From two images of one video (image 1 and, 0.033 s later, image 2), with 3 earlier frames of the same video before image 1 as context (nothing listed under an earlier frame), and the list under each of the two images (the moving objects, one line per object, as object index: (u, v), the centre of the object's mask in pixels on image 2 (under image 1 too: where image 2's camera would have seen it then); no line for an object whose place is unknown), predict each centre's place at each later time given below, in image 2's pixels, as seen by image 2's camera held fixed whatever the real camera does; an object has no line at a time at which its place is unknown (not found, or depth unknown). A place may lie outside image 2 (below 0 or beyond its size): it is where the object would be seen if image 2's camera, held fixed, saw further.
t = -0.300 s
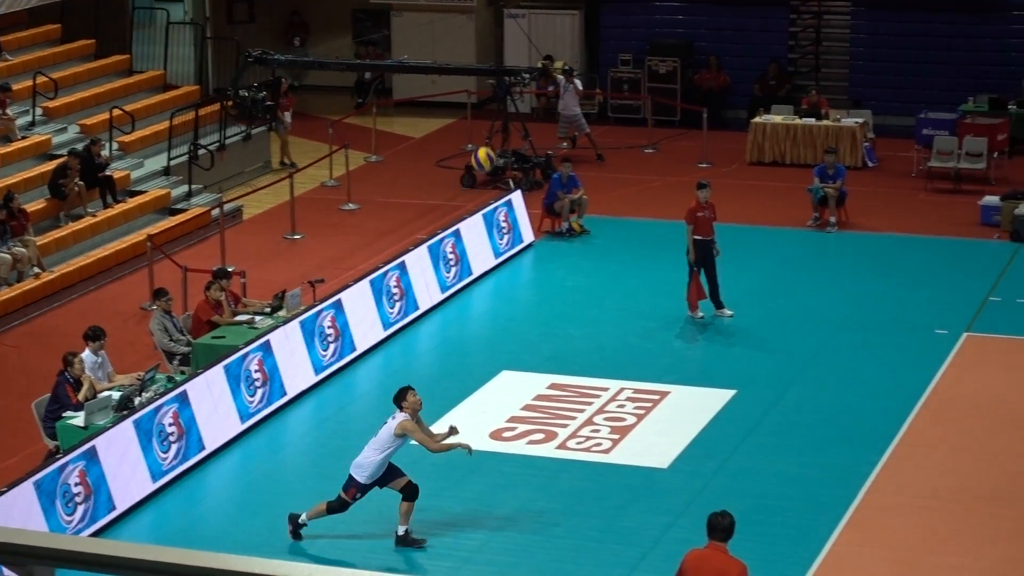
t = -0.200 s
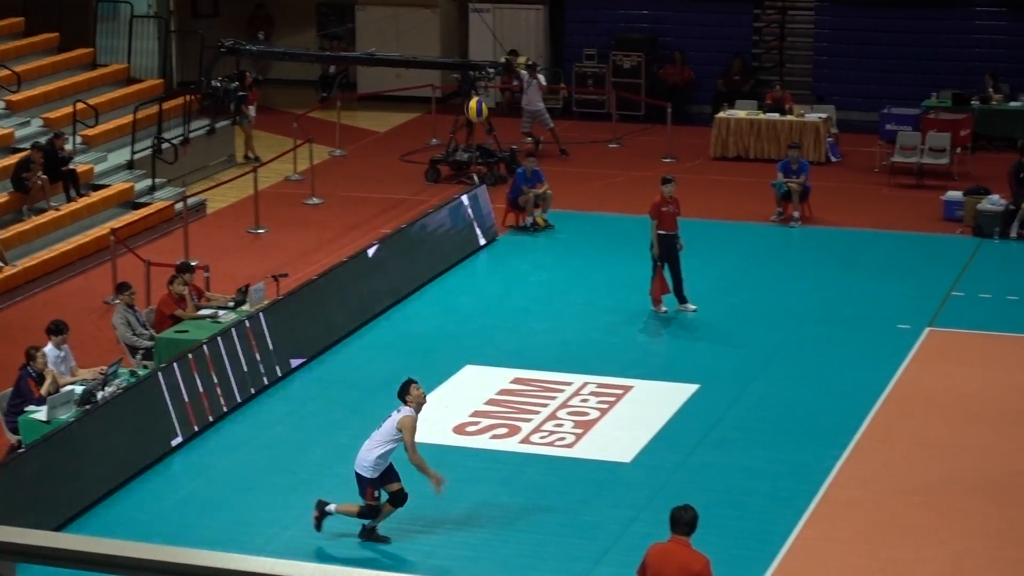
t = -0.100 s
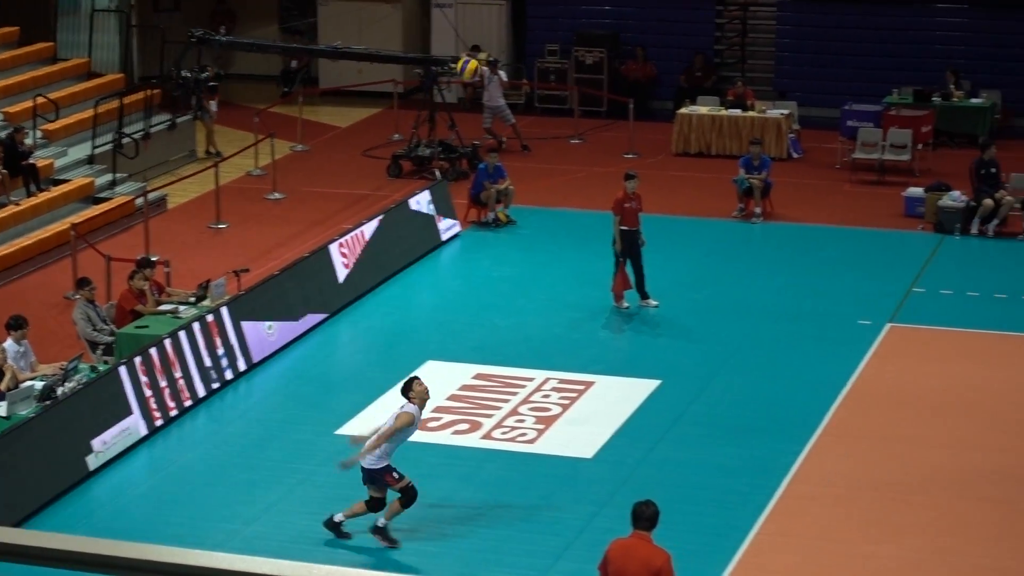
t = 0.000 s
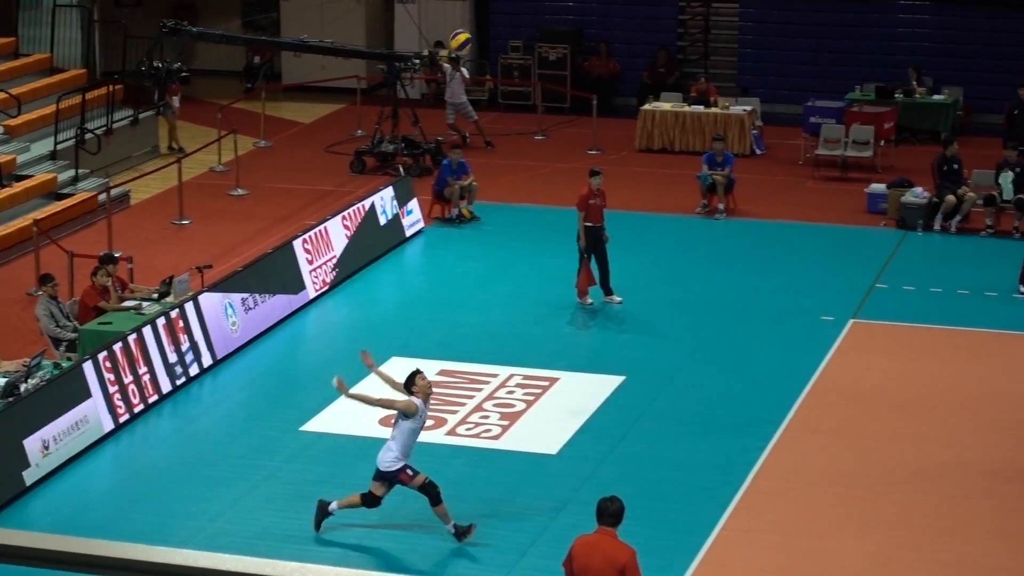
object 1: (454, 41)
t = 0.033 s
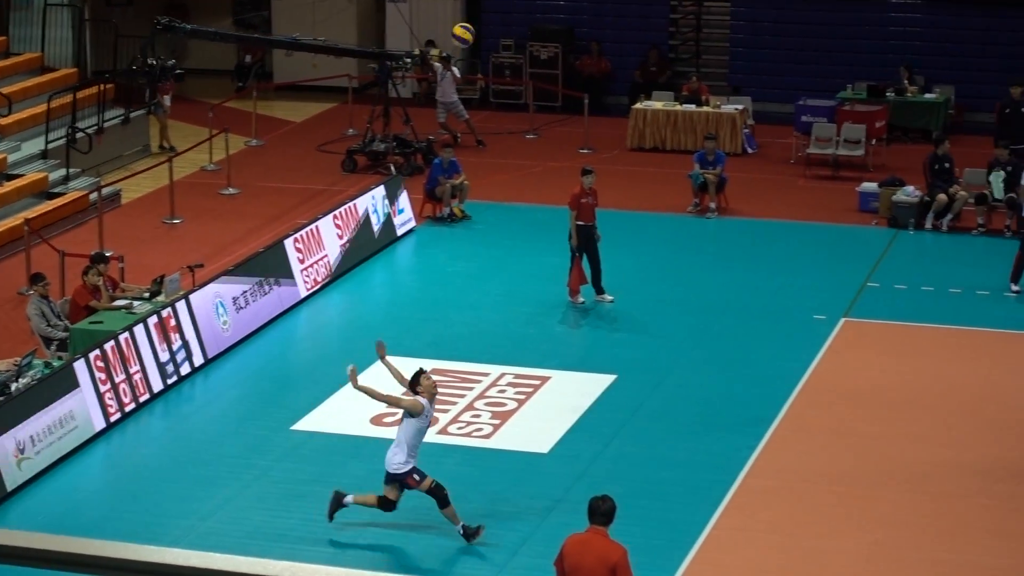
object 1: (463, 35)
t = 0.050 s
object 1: (467, 33)
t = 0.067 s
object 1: (471, 31)
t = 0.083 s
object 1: (475, 29)
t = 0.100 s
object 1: (478, 28)
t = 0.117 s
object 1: (482, 27)
